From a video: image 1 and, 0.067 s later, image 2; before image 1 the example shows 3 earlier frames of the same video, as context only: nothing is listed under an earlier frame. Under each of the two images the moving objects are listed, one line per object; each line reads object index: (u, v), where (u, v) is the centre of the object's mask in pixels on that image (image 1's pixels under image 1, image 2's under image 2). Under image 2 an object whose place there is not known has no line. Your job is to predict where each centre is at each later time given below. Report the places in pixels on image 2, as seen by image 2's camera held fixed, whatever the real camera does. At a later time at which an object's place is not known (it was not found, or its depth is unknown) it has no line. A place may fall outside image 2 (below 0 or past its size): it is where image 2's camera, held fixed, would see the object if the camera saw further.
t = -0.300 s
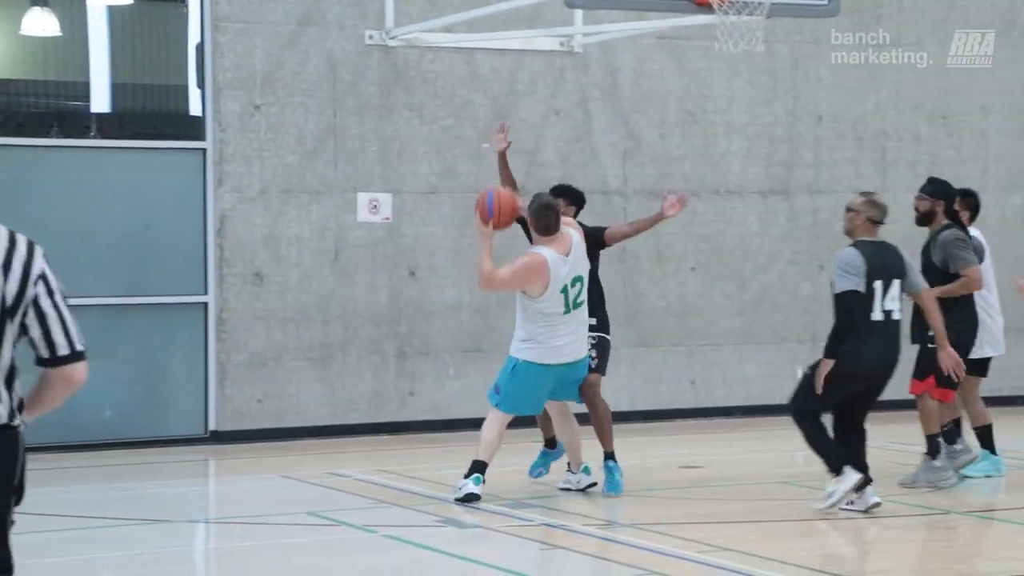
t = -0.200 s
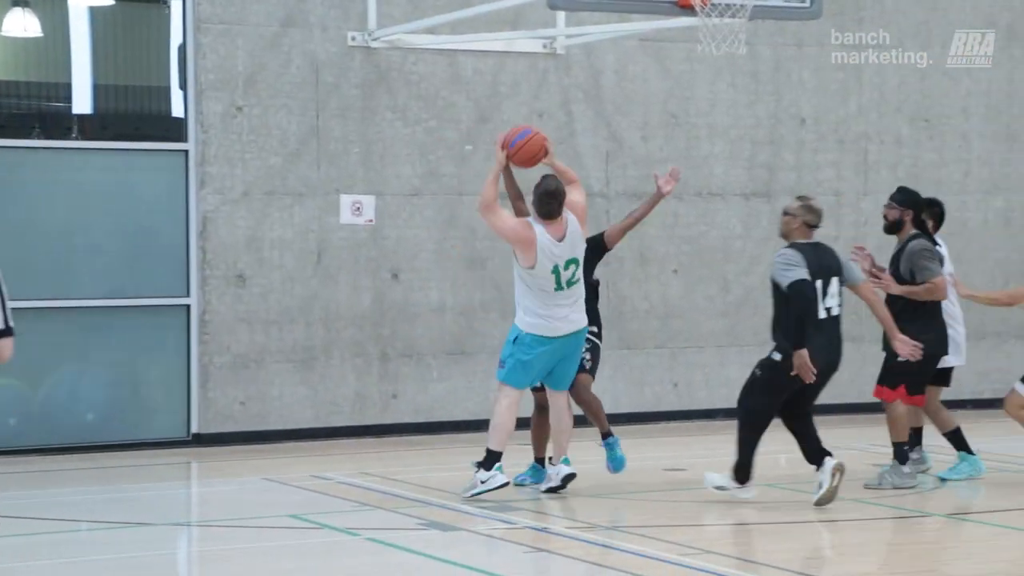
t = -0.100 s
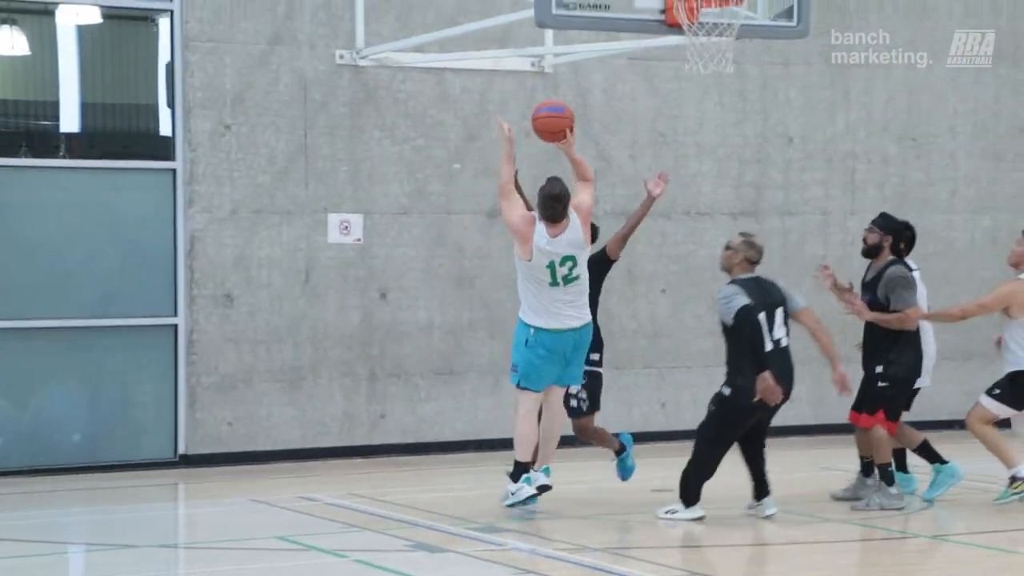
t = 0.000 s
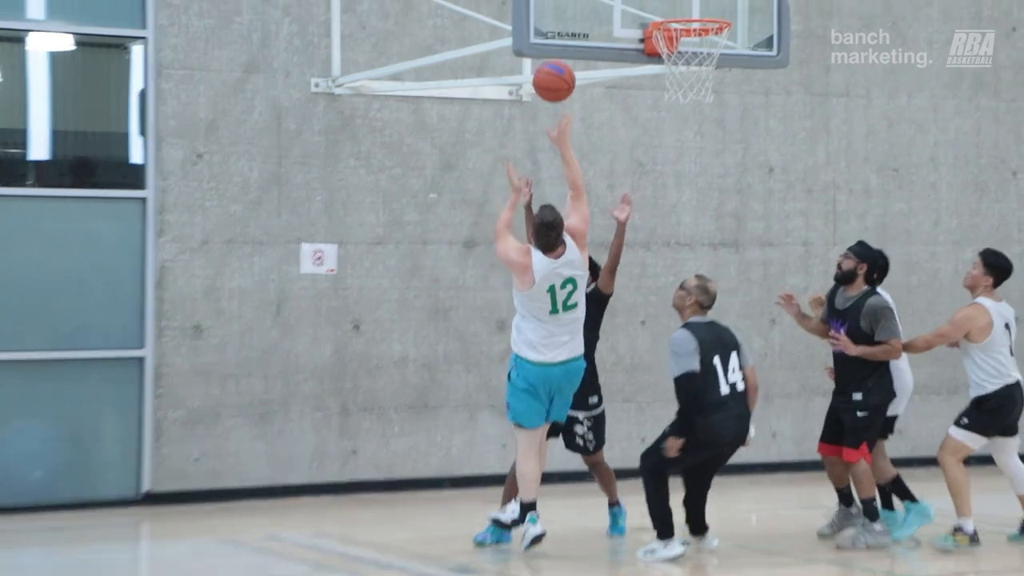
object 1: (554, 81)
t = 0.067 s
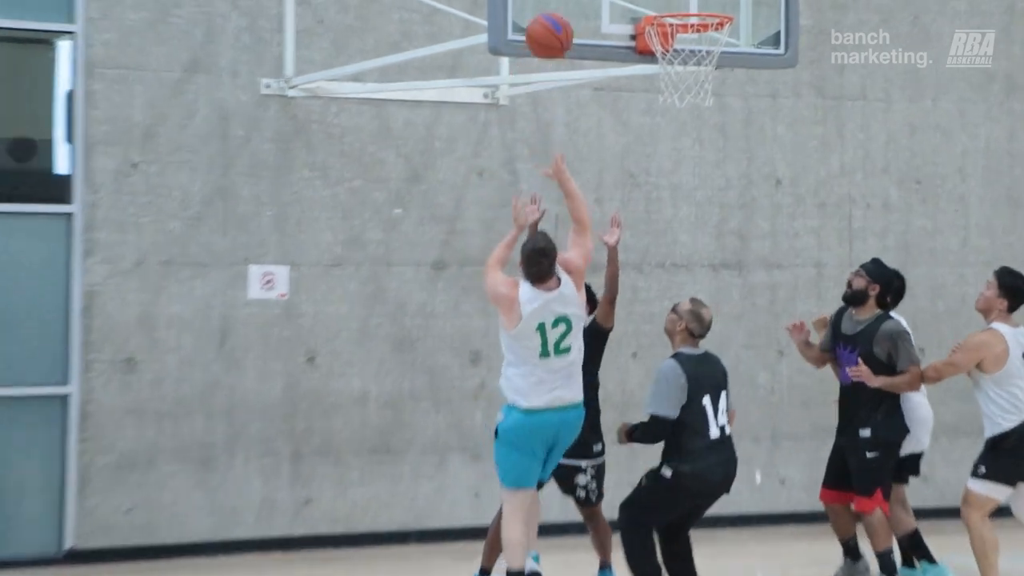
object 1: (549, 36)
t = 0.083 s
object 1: (553, 25)
